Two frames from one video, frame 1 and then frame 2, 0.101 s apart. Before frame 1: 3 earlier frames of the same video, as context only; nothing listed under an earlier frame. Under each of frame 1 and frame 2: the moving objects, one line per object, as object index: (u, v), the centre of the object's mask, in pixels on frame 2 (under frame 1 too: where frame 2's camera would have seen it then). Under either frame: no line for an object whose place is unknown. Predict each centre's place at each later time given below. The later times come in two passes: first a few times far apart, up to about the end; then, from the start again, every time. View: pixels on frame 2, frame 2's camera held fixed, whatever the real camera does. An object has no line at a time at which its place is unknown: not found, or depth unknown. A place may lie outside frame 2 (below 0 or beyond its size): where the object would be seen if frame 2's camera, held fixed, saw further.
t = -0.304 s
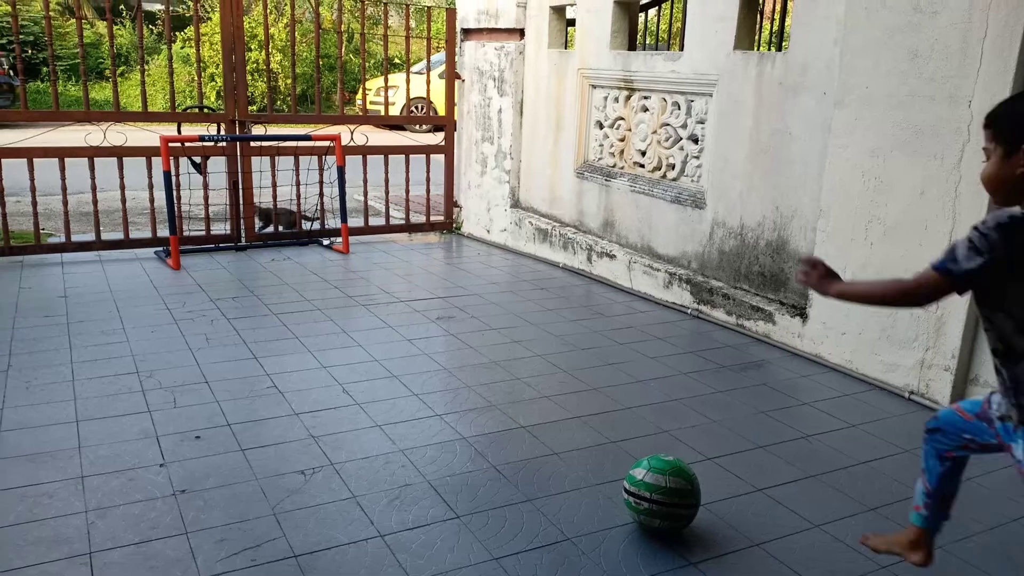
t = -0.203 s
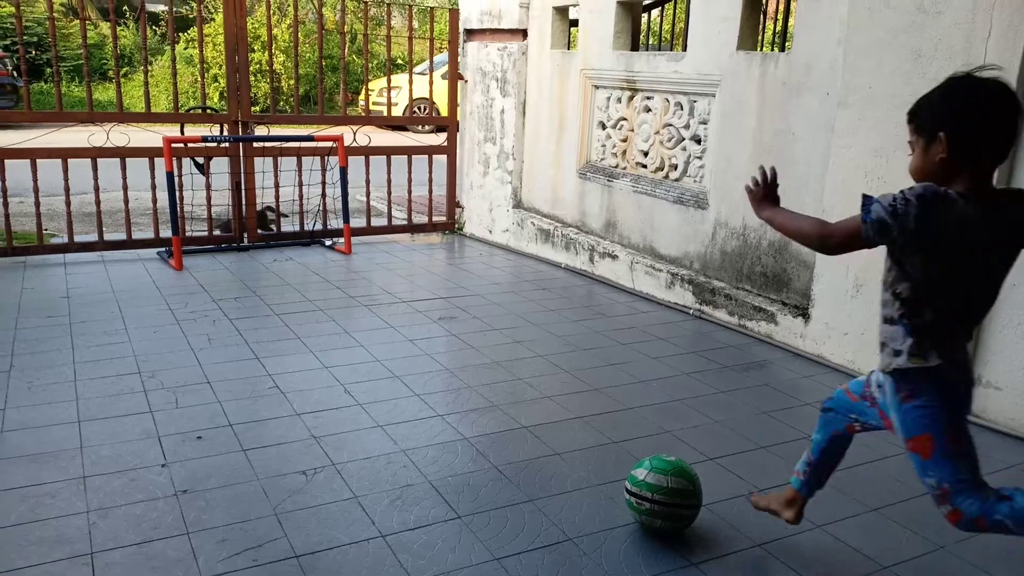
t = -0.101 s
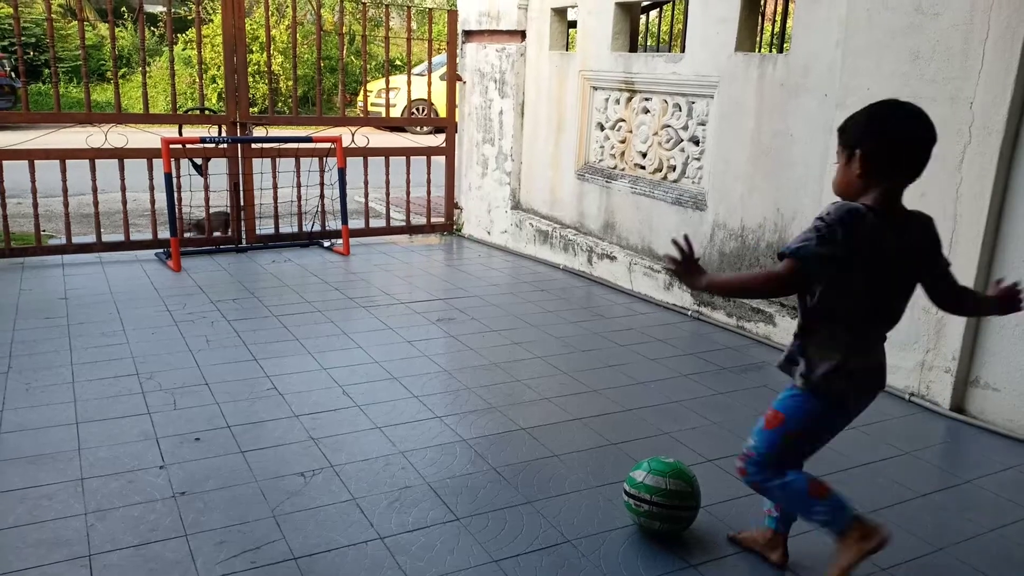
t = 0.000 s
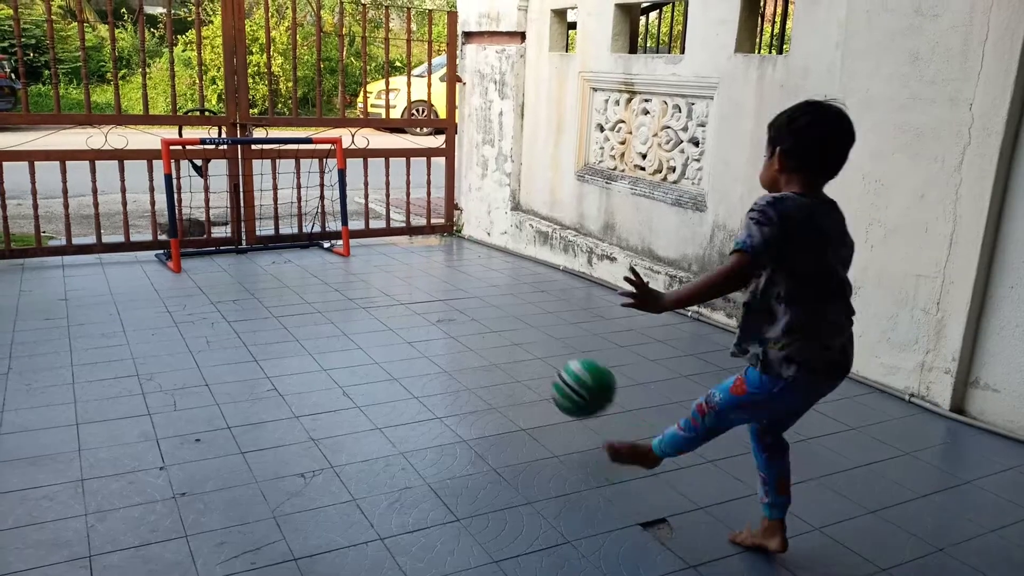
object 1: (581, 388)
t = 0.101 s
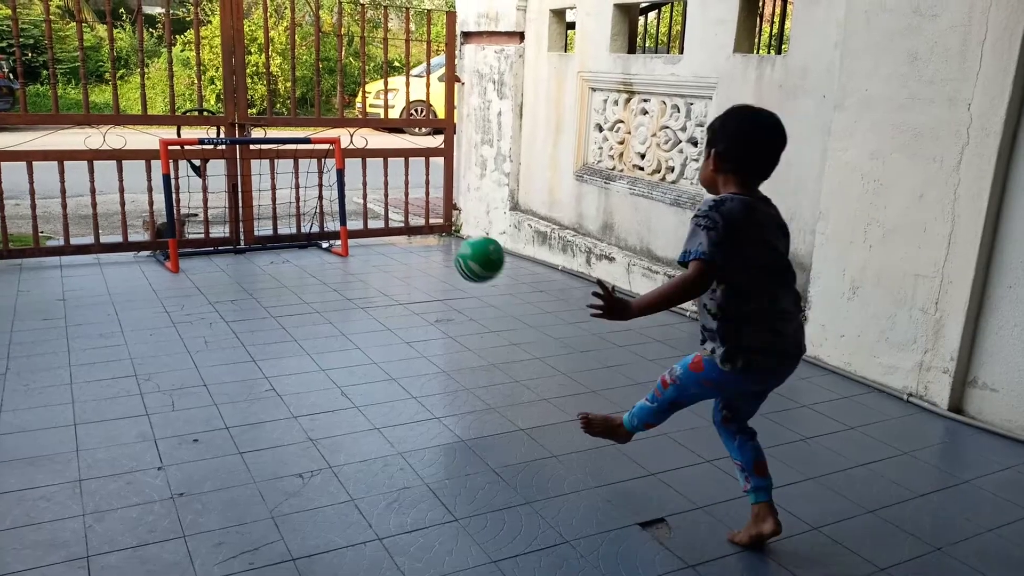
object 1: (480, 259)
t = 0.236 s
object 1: (396, 183)
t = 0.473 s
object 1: (373, 162)
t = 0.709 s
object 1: (452, 217)
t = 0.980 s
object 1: (524, 224)
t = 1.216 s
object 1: (580, 257)
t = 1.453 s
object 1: (598, 258)
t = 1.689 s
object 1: (603, 273)
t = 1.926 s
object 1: (621, 285)
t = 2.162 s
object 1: (637, 297)
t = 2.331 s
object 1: (650, 302)
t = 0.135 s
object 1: (454, 232)
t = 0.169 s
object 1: (432, 212)
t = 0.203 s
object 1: (413, 195)
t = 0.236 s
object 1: (396, 183)
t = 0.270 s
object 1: (381, 175)
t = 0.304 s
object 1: (368, 169)
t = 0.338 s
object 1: (357, 166)
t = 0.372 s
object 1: (346, 165)
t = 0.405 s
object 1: (351, 163)
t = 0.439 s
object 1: (362, 161)
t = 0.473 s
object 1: (373, 162)
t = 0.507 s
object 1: (384, 163)
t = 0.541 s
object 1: (395, 167)
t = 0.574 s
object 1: (406, 173)
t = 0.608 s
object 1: (417, 180)
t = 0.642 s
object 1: (429, 191)
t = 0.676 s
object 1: (440, 202)
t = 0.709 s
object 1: (452, 217)
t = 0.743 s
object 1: (464, 232)
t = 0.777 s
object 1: (475, 250)
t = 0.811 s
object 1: (485, 258)
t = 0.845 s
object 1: (493, 247)
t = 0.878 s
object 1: (501, 239)
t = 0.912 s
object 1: (508, 233)
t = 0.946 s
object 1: (516, 227)
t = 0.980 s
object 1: (524, 224)
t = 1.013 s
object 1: (531, 222)
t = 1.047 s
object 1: (540, 223)
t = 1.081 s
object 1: (548, 226)
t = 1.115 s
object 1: (556, 230)
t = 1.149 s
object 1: (564, 237)
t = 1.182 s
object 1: (572, 247)
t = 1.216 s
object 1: (580, 257)
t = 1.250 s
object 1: (587, 271)
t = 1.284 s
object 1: (598, 271)
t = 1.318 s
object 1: (600, 263)
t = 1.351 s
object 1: (600, 259)
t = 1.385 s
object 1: (600, 257)
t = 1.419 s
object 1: (599, 257)
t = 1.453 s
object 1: (598, 258)
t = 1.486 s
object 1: (597, 261)
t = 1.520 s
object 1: (596, 267)
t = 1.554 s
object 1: (595, 276)
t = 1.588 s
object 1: (594, 284)
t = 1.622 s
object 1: (598, 279)
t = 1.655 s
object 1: (600, 276)
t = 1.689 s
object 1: (603, 273)
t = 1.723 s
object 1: (606, 274)
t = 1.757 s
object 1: (608, 277)
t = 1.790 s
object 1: (611, 282)
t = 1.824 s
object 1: (613, 289)
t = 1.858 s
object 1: (615, 287)
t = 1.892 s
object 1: (618, 285)
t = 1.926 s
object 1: (621, 285)
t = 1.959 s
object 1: (623, 287)
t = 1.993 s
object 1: (625, 292)
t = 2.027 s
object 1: (627, 293)
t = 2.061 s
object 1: (630, 292)
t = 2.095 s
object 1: (632, 293)
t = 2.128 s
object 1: (635, 297)
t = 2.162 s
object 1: (637, 297)
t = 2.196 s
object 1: (640, 298)
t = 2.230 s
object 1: (642, 299)
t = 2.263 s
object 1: (645, 301)
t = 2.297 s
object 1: (647, 301)
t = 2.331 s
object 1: (650, 302)
